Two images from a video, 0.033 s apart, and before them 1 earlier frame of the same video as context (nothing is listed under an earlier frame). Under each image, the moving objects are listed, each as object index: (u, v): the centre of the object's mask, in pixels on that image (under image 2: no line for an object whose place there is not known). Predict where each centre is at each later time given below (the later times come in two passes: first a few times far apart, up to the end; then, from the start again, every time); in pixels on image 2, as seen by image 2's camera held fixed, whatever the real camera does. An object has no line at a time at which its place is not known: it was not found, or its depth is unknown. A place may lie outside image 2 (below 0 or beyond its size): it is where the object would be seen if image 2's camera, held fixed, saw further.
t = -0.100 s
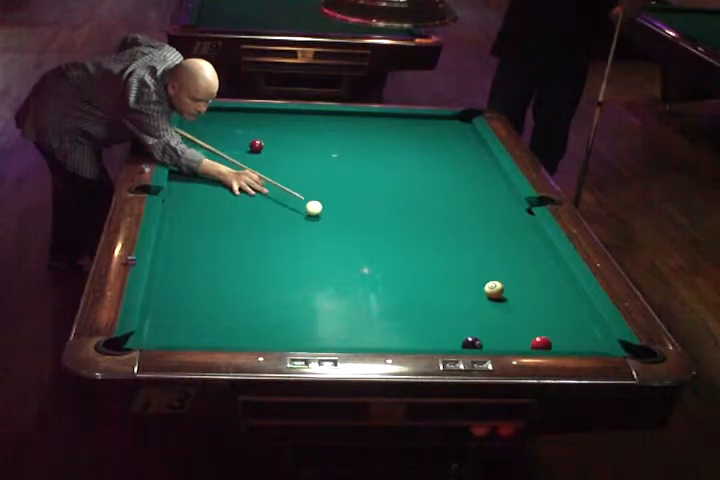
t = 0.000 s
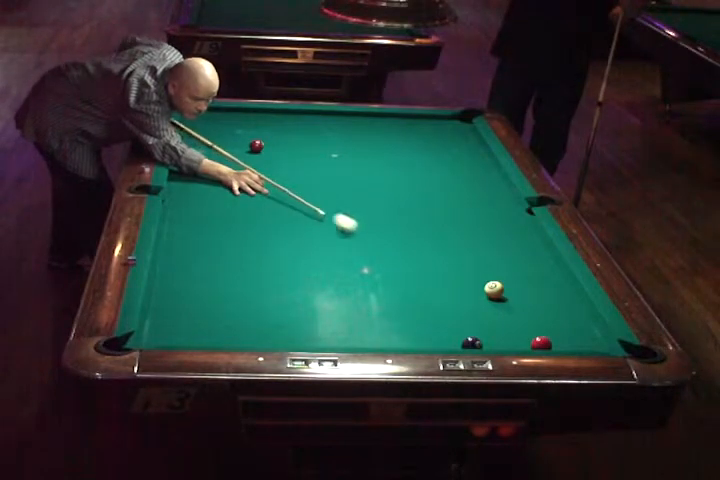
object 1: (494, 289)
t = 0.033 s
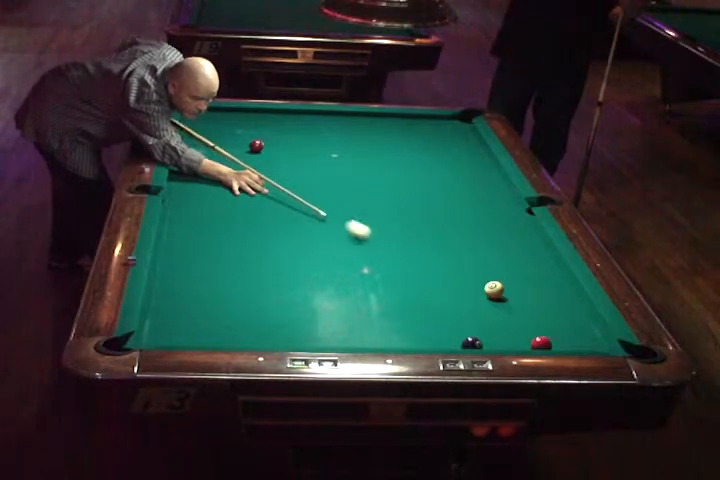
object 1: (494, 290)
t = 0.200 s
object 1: (494, 289)
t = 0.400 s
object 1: (530, 292)
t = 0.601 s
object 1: (573, 298)
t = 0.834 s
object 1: (531, 301)
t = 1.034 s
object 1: (496, 304)
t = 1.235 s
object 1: (461, 306)
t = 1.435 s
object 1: (426, 309)
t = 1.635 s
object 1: (393, 311)
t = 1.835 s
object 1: (358, 313)
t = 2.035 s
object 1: (325, 316)
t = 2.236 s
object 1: (292, 319)
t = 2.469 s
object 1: (256, 321)
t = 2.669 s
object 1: (225, 323)
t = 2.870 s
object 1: (197, 325)
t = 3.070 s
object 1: (168, 326)
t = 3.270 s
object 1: (149, 329)
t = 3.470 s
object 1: (165, 331)
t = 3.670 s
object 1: (180, 331)
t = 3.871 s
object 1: (195, 333)
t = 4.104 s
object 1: (210, 334)
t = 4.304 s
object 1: (222, 335)
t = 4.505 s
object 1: (231, 336)
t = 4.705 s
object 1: (241, 337)
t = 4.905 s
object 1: (249, 338)
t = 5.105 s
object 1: (257, 338)
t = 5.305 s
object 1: (262, 338)
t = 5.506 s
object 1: (268, 339)
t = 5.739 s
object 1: (272, 339)
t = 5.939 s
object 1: (274, 339)
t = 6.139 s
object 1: (276, 339)
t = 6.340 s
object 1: (277, 340)
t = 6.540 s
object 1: (277, 339)
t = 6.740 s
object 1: (277, 339)
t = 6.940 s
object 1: (277, 340)
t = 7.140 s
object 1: (277, 339)
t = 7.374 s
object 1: (277, 339)
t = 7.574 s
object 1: (277, 339)
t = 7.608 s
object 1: (277, 339)
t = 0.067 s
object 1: (494, 289)
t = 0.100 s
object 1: (494, 290)
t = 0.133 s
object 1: (494, 289)
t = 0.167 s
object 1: (494, 290)
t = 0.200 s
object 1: (494, 289)
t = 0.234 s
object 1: (494, 290)
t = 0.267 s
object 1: (494, 289)
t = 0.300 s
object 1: (494, 289)
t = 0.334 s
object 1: (506, 290)
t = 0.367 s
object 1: (517, 291)
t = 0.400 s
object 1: (530, 292)
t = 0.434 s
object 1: (540, 293)
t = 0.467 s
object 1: (550, 294)
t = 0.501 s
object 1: (559, 295)
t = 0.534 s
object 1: (569, 296)
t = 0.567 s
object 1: (578, 297)
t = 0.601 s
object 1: (573, 298)
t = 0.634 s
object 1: (567, 298)
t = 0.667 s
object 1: (561, 298)
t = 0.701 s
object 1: (555, 298)
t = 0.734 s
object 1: (549, 298)
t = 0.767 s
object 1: (543, 299)
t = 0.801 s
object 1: (538, 300)
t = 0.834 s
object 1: (531, 301)
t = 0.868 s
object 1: (525, 301)
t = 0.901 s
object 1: (520, 302)
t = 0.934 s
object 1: (514, 302)
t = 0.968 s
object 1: (508, 303)
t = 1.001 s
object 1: (502, 303)
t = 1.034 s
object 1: (496, 304)
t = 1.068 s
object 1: (491, 304)
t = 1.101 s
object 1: (485, 304)
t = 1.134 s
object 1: (478, 304)
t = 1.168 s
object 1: (471, 305)
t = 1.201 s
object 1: (466, 305)
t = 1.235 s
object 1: (461, 306)
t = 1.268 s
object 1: (454, 307)
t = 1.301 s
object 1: (449, 307)
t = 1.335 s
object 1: (443, 307)
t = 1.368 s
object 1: (437, 307)
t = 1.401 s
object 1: (432, 308)
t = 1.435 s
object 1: (426, 309)
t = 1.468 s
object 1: (420, 309)
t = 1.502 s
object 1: (414, 309)
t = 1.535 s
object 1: (409, 310)
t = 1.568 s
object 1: (403, 310)
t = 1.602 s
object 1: (397, 311)
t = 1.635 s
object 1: (393, 311)
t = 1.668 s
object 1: (387, 311)
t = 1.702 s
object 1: (381, 312)
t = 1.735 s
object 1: (375, 312)
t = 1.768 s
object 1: (370, 313)
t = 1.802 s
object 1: (364, 313)
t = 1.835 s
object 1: (358, 313)
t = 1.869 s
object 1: (352, 314)
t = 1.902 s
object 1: (347, 315)
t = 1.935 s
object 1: (341, 315)
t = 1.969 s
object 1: (336, 316)
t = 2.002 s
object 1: (331, 316)
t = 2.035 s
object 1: (325, 316)
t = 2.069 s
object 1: (319, 317)
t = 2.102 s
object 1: (314, 317)
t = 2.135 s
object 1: (308, 318)
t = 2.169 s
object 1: (303, 318)
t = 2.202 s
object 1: (297, 318)
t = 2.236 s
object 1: (292, 319)
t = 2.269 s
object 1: (287, 319)
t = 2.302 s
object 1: (282, 319)
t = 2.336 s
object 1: (276, 320)
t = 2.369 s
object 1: (272, 320)
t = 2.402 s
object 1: (266, 320)
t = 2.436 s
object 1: (261, 321)
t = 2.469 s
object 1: (256, 321)
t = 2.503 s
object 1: (251, 322)
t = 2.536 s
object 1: (245, 322)
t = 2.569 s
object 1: (241, 322)
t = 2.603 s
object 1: (235, 322)
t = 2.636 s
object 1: (230, 323)
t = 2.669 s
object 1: (225, 323)
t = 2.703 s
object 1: (220, 323)
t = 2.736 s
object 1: (216, 324)
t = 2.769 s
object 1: (211, 324)
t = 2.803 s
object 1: (205, 325)
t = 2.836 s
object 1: (201, 325)
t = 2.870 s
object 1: (197, 325)
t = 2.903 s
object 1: (191, 325)
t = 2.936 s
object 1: (186, 326)
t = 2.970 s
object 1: (182, 326)
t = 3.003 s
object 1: (177, 326)
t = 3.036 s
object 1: (173, 326)
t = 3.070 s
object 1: (168, 326)
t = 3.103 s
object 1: (163, 327)
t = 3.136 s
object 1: (159, 327)
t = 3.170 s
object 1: (155, 328)
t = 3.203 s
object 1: (150, 328)
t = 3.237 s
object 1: (147, 328)
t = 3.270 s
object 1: (149, 329)
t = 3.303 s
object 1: (152, 329)
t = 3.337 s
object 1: (155, 329)
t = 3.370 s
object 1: (157, 330)
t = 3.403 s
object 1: (160, 330)
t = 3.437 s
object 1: (163, 330)
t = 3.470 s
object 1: (165, 331)
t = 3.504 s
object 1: (167, 331)
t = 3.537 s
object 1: (171, 331)
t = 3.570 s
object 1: (173, 331)
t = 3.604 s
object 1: (176, 331)
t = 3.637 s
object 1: (178, 331)
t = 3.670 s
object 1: (180, 331)
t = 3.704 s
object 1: (183, 331)
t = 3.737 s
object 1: (186, 332)
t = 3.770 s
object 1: (188, 332)
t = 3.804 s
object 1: (190, 332)
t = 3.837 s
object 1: (192, 332)
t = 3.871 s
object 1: (195, 333)
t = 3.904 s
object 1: (197, 333)
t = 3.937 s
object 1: (199, 333)
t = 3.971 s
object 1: (201, 333)
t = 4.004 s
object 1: (204, 333)
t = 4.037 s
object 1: (205, 334)
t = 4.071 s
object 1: (208, 334)
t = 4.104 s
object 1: (210, 334)
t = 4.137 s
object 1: (212, 334)
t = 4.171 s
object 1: (213, 335)
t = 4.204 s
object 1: (216, 335)
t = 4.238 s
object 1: (217, 335)
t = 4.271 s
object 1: (219, 335)
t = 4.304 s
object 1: (222, 335)
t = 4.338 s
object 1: (223, 335)
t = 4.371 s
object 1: (225, 336)
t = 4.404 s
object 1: (226, 336)
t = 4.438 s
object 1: (228, 336)
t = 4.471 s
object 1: (230, 336)
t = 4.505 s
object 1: (231, 336)
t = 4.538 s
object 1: (233, 336)
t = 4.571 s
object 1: (235, 337)
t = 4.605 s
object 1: (236, 337)
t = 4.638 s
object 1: (238, 337)
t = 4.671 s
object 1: (239, 337)
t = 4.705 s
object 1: (241, 337)
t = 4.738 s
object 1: (242, 337)
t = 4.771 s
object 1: (243, 337)
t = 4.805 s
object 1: (245, 337)
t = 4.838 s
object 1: (246, 337)
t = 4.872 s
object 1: (248, 337)
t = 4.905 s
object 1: (249, 338)
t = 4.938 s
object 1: (250, 338)
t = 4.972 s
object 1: (252, 338)
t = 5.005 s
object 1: (253, 338)
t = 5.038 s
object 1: (254, 338)
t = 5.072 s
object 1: (255, 338)
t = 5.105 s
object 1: (257, 338)
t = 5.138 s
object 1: (257, 338)
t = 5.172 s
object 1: (258, 338)
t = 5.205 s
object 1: (259, 338)
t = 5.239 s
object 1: (260, 338)
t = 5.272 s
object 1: (262, 338)
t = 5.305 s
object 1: (262, 338)
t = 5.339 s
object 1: (264, 338)
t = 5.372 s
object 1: (265, 338)
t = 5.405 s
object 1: (265, 338)
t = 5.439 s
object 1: (266, 339)
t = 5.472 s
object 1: (267, 339)
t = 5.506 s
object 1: (268, 339)
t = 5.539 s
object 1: (268, 339)
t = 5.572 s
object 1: (269, 339)
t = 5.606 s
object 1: (270, 339)
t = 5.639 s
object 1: (271, 339)
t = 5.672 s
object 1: (271, 339)
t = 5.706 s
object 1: (271, 339)
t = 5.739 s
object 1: (272, 339)
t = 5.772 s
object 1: (273, 339)
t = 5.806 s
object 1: (274, 339)
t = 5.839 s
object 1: (274, 339)
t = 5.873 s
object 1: (274, 339)
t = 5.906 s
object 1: (274, 339)
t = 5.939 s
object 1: (274, 339)
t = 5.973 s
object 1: (275, 339)
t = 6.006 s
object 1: (275, 339)
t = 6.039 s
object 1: (275, 339)
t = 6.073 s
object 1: (276, 339)
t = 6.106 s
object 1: (276, 339)
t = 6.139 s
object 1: (276, 339)
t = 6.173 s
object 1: (276, 339)
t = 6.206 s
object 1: (276, 339)
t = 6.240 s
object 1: (276, 339)
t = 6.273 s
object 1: (277, 339)
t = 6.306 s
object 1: (277, 340)
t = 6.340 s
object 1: (277, 340)
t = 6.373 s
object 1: (277, 340)
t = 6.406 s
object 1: (277, 340)
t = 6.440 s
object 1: (277, 339)
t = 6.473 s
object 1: (277, 339)
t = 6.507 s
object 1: (277, 340)
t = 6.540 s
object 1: (277, 339)
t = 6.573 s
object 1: (277, 339)
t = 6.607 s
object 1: (277, 339)
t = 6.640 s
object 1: (277, 339)
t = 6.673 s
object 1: (277, 339)
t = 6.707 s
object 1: (277, 339)
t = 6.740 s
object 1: (277, 339)
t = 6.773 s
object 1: (277, 339)
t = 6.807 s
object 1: (277, 339)
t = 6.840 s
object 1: (277, 340)
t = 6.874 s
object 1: (277, 340)
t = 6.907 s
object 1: (277, 340)
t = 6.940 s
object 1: (277, 340)
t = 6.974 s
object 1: (277, 340)
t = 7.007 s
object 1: (277, 339)
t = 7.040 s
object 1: (277, 339)
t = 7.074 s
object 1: (277, 339)
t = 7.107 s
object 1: (277, 339)
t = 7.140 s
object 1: (277, 339)
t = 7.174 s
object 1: (277, 339)
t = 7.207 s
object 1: (277, 339)
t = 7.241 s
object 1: (277, 339)
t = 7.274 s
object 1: (277, 339)
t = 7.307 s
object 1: (277, 339)
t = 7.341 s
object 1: (277, 339)
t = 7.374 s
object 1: (277, 339)
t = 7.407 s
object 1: (277, 339)
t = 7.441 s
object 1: (277, 339)
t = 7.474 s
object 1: (277, 339)
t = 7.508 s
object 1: (277, 339)
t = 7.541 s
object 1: (277, 339)
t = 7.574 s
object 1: (277, 339)
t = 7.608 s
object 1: (277, 339)
